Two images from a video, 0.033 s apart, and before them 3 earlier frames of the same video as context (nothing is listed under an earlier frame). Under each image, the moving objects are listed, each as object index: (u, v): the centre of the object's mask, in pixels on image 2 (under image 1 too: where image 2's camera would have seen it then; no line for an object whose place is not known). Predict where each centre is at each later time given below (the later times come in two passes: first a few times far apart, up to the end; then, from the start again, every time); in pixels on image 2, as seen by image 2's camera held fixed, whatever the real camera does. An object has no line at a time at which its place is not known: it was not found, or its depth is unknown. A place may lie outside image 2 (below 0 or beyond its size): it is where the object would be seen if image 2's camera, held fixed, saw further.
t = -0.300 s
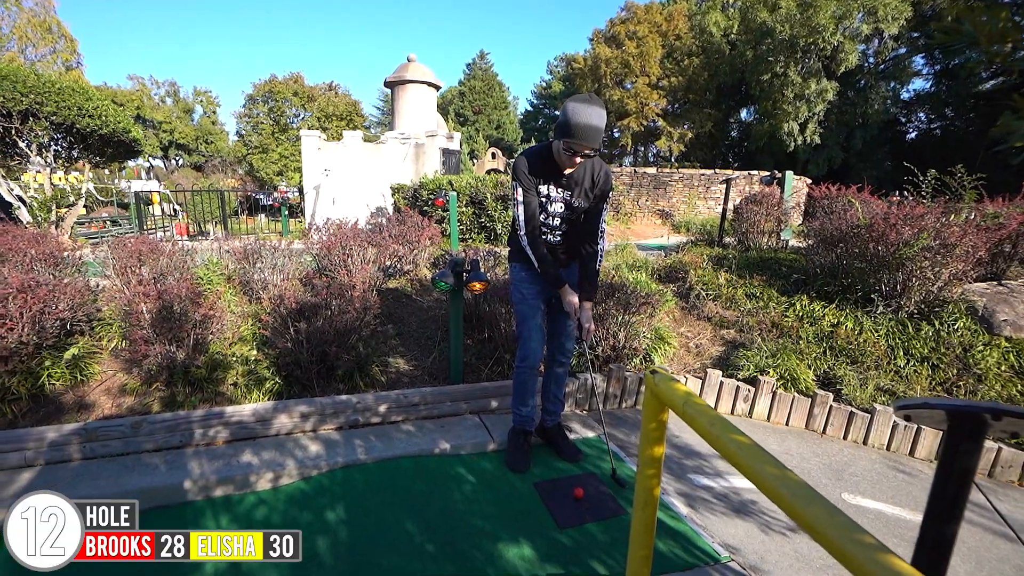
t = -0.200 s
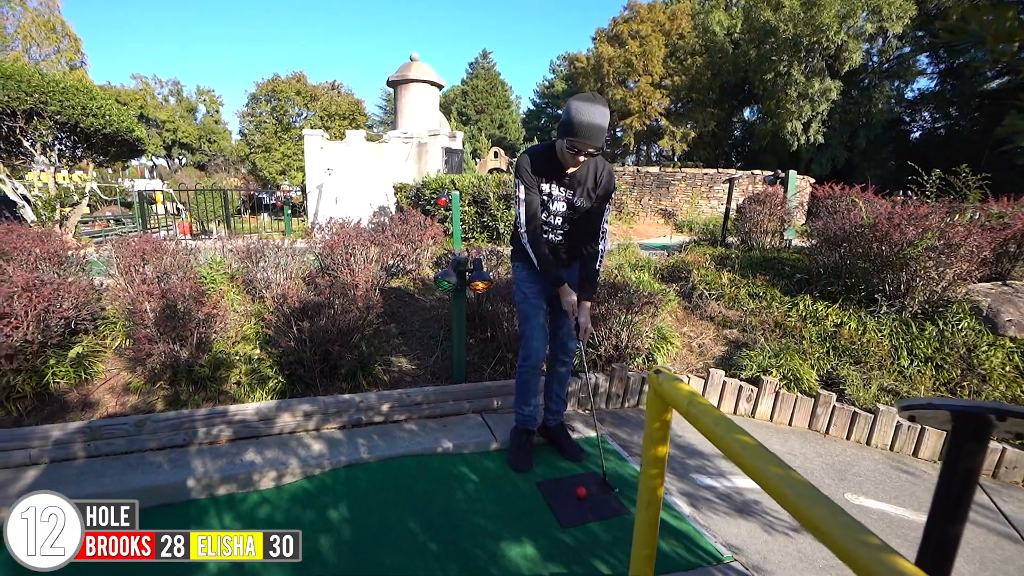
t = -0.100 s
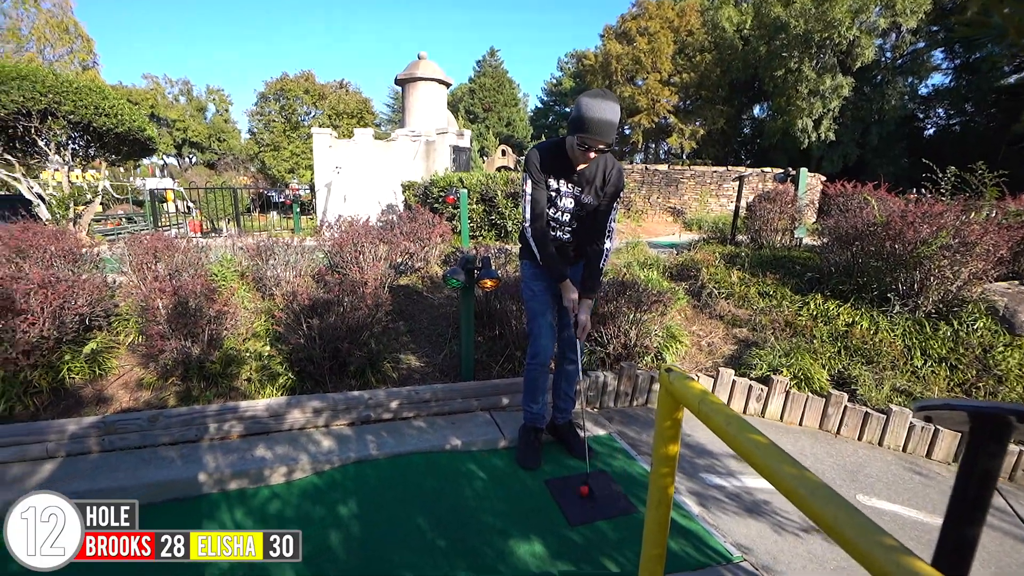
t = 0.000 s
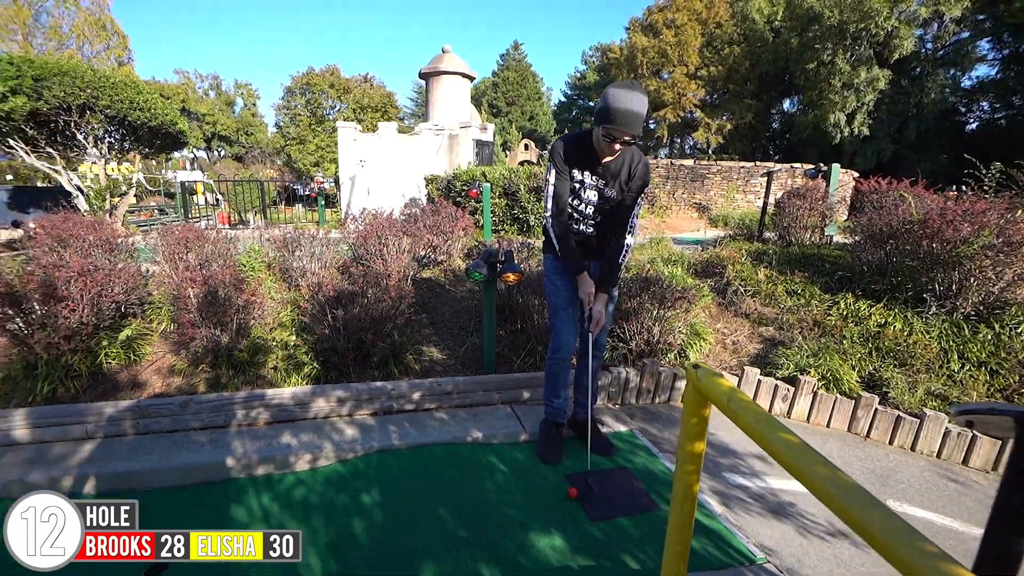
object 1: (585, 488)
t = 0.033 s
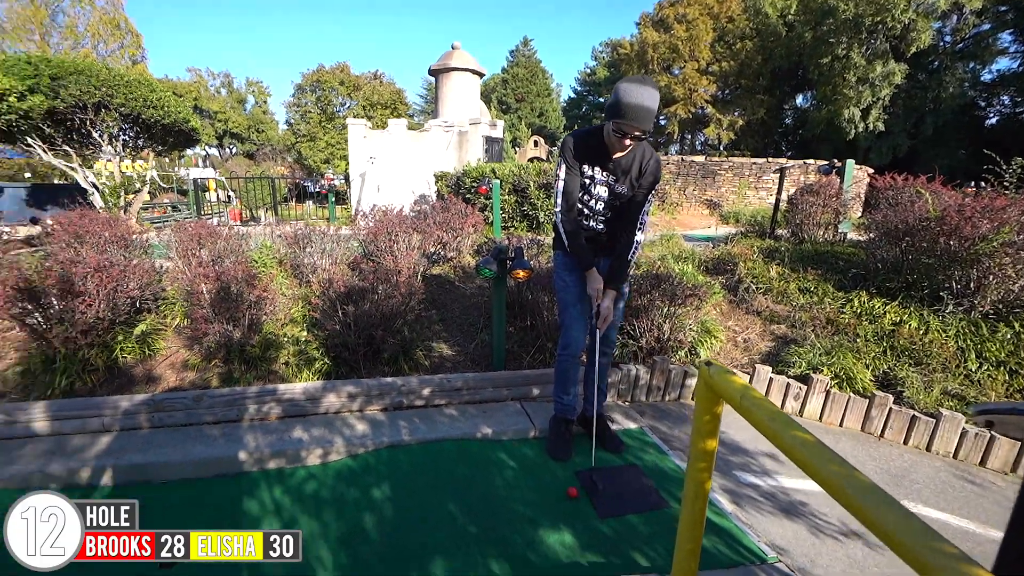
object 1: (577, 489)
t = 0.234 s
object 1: (523, 502)
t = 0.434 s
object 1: (482, 505)
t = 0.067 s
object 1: (564, 495)
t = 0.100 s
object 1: (556, 496)
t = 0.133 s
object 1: (548, 498)
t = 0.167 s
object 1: (540, 500)
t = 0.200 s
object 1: (531, 501)
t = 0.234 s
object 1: (523, 502)
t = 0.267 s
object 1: (515, 502)
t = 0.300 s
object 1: (508, 502)
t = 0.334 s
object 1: (502, 503)
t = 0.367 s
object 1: (495, 503)
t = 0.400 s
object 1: (488, 504)
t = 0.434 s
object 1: (482, 505)
